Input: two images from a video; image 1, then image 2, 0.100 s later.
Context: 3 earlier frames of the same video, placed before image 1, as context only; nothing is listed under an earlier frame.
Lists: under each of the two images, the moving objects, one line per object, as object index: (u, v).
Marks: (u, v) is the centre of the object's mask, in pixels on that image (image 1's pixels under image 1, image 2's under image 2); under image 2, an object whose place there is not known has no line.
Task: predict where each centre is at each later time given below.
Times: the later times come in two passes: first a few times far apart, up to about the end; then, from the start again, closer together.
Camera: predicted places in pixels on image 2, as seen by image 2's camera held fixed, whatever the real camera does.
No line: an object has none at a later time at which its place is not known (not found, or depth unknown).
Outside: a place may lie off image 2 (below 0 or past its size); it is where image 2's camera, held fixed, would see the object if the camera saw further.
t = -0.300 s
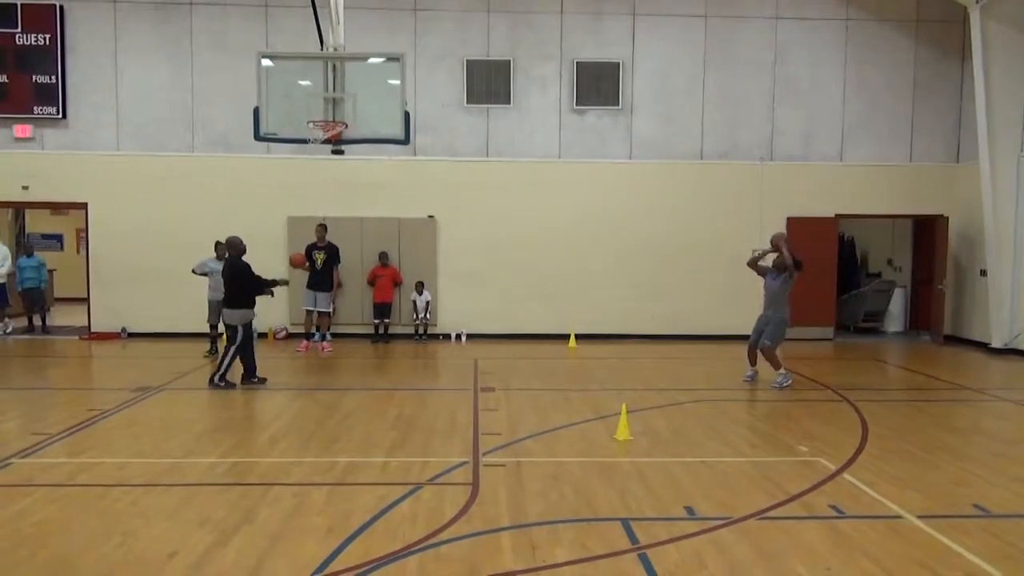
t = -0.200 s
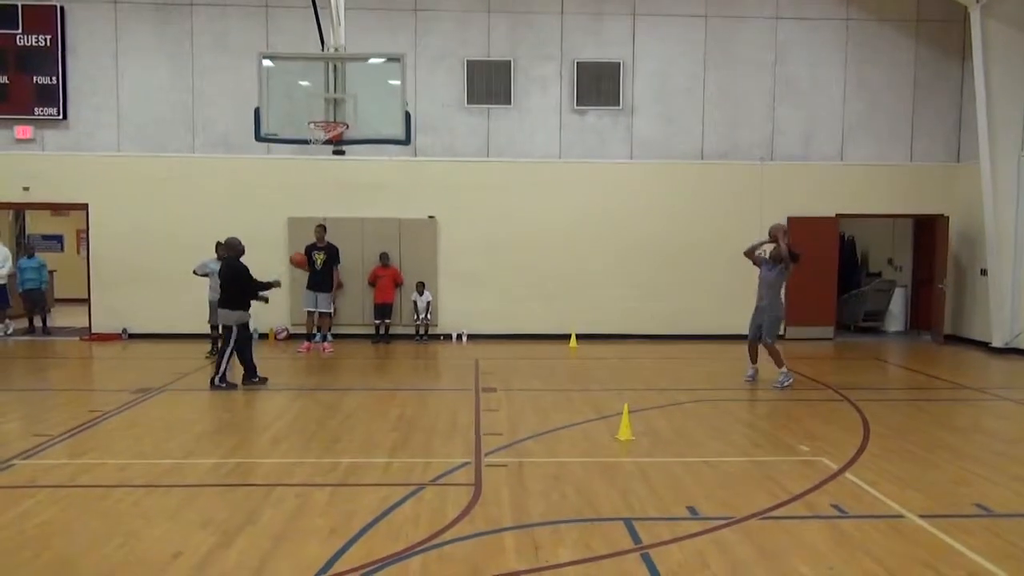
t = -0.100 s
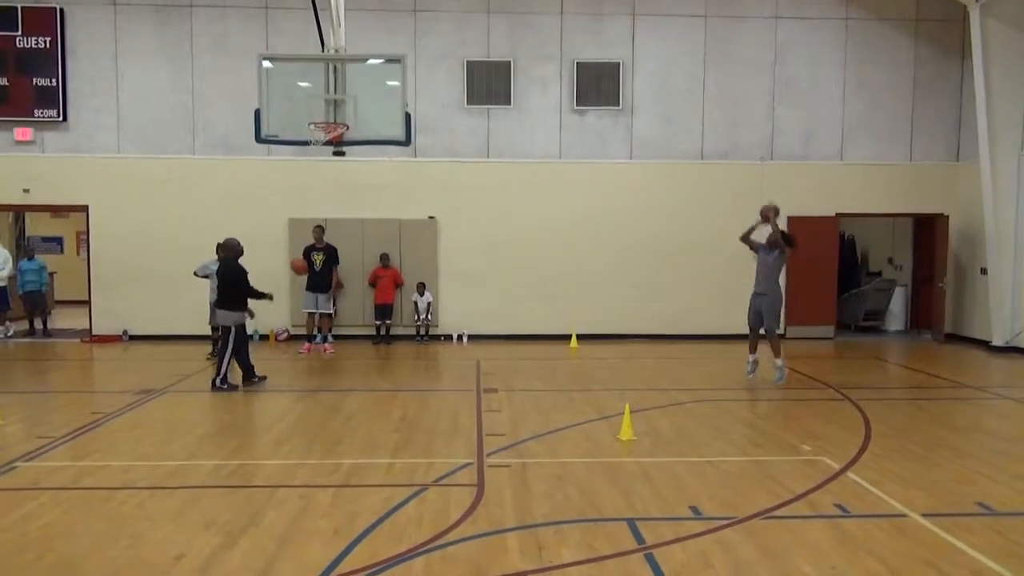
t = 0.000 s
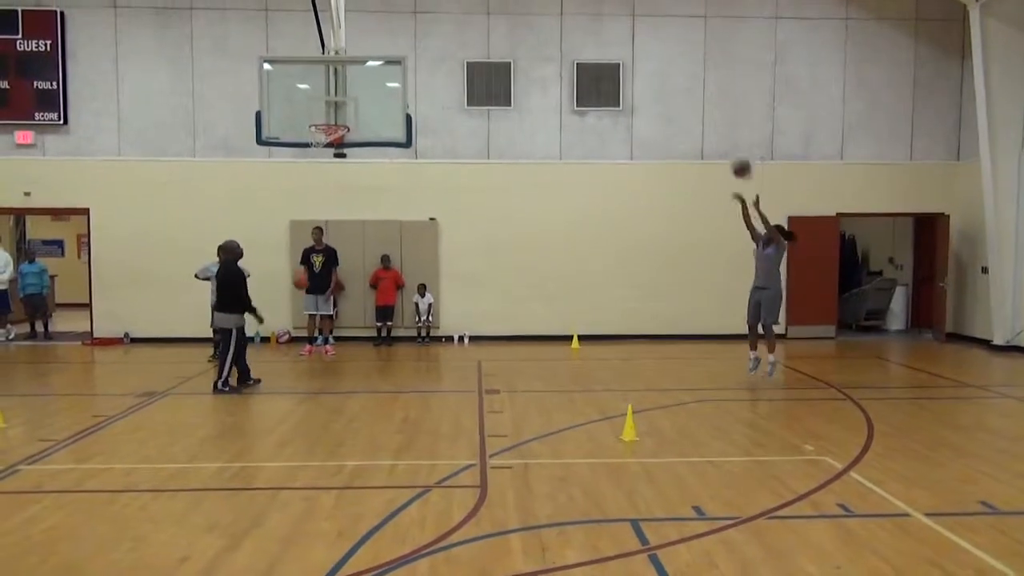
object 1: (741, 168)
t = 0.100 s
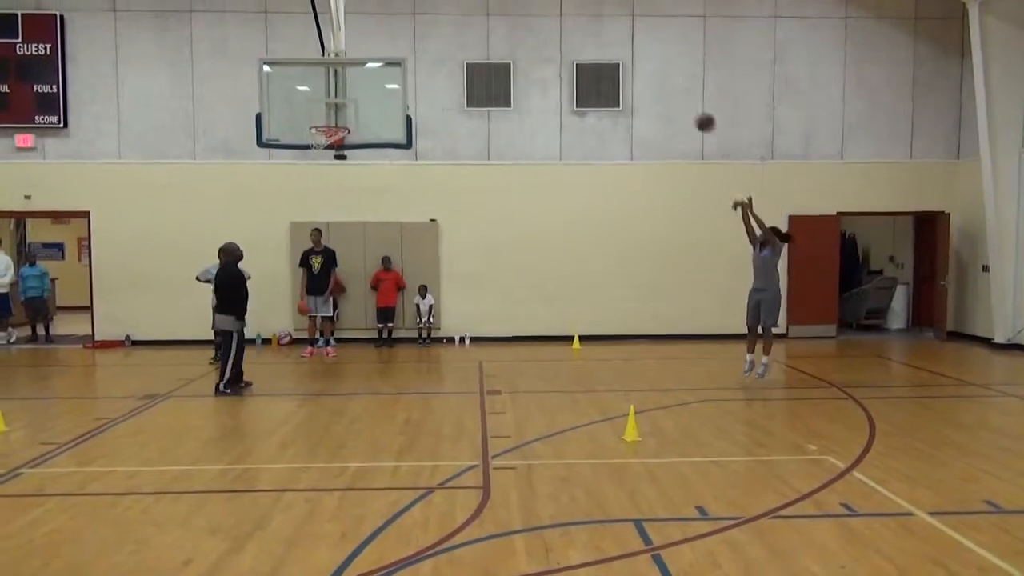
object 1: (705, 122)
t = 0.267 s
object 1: (643, 64)
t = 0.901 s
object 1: (412, 53)
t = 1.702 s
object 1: (324, 159)
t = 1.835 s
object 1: (320, 177)
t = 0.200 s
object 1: (667, 85)
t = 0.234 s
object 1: (655, 74)
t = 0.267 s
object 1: (643, 64)
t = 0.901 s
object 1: (412, 53)
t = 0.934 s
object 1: (400, 61)
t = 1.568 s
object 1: (327, 143)
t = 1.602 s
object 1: (326, 147)
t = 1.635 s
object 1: (328, 155)
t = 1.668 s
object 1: (326, 157)
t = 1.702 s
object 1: (324, 159)
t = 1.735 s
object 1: (323, 163)
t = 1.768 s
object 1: (322, 166)
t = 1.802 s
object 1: (321, 171)
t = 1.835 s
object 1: (320, 177)
